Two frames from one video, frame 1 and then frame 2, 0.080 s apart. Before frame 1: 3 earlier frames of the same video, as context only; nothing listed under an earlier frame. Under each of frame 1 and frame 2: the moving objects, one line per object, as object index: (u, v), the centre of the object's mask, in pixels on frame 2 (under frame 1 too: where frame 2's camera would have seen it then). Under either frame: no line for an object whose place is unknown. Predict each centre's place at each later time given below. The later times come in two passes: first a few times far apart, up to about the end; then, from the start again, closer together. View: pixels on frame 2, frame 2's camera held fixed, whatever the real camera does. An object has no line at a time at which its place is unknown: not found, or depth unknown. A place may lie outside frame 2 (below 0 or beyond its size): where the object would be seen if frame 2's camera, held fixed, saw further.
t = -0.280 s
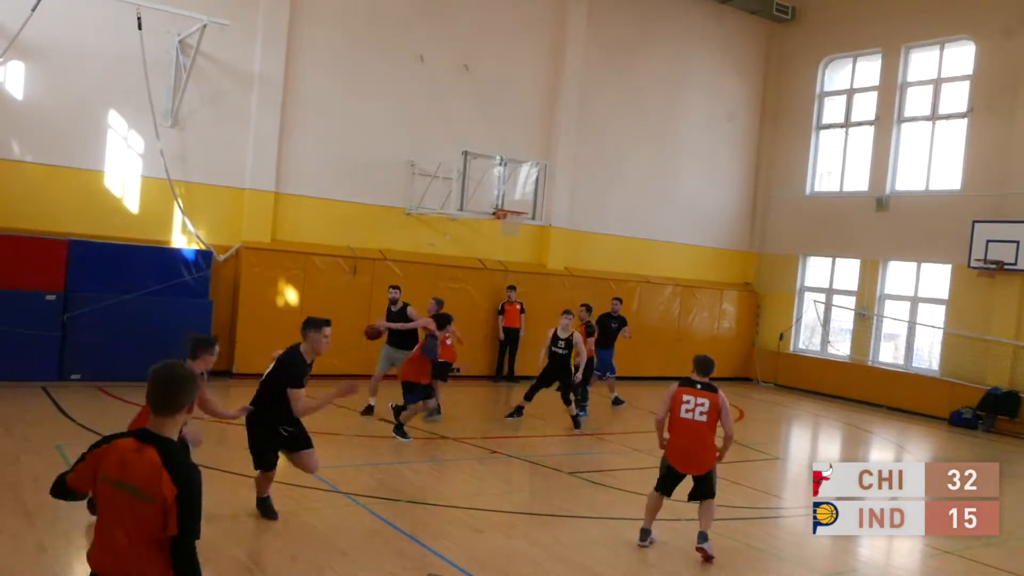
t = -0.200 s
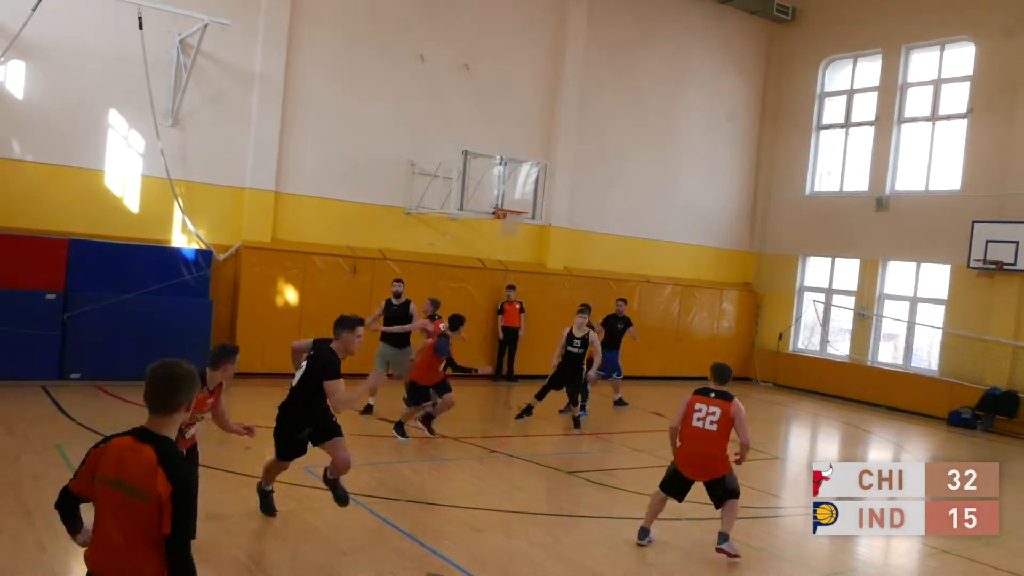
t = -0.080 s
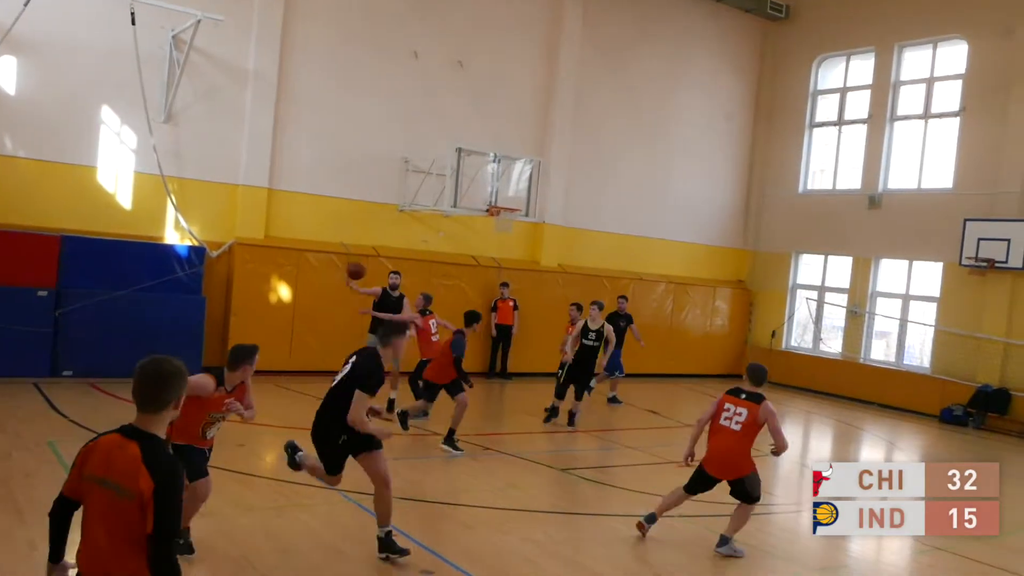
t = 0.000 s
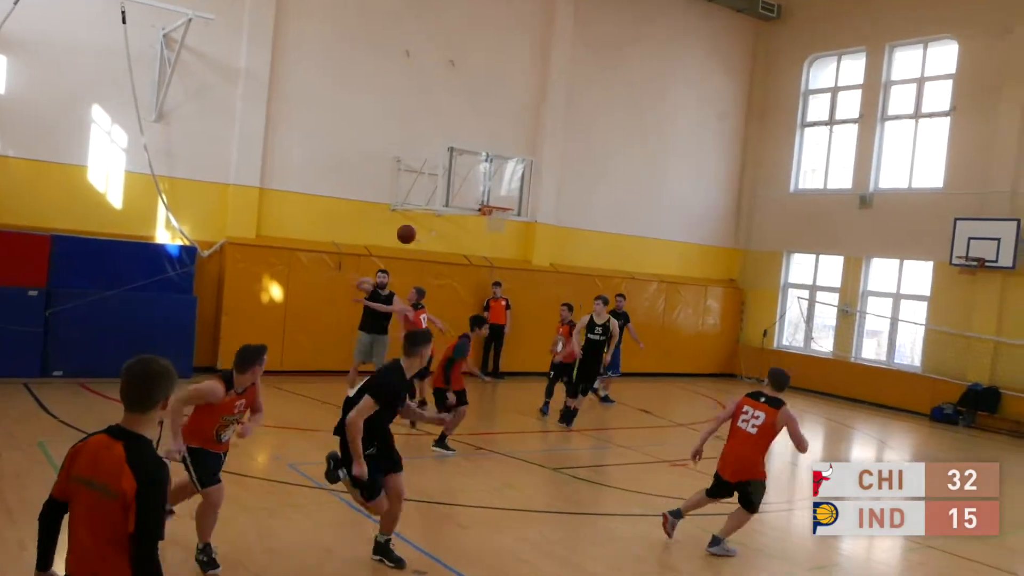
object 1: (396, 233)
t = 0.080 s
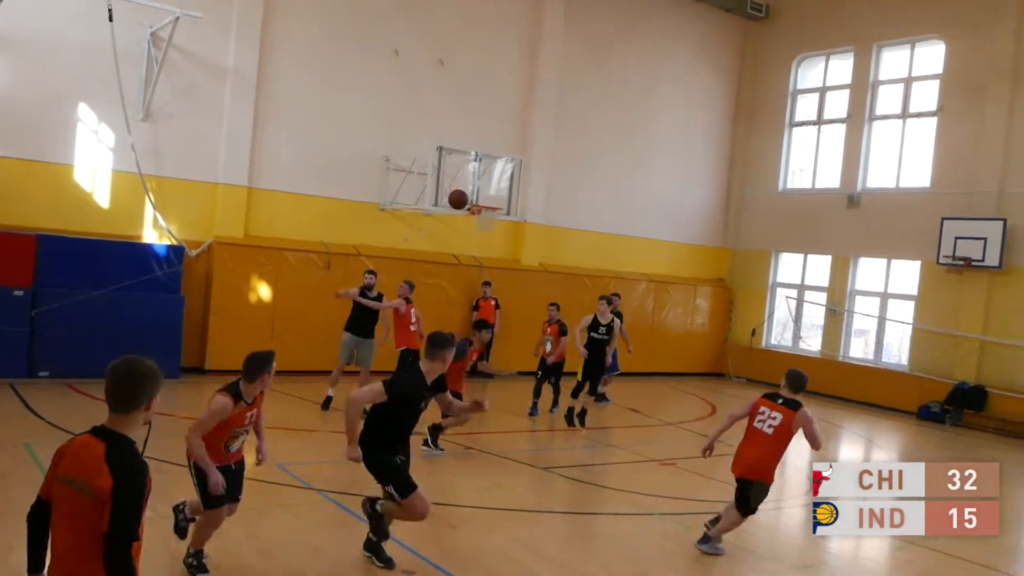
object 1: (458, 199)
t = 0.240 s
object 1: (597, 136)
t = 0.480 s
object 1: (871, 55)
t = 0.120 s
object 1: (491, 183)
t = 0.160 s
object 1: (525, 167)
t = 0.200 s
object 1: (561, 151)
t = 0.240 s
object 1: (597, 136)
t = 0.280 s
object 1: (636, 121)
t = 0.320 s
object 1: (678, 107)
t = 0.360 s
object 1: (722, 93)
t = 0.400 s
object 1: (768, 80)
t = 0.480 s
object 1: (871, 55)
